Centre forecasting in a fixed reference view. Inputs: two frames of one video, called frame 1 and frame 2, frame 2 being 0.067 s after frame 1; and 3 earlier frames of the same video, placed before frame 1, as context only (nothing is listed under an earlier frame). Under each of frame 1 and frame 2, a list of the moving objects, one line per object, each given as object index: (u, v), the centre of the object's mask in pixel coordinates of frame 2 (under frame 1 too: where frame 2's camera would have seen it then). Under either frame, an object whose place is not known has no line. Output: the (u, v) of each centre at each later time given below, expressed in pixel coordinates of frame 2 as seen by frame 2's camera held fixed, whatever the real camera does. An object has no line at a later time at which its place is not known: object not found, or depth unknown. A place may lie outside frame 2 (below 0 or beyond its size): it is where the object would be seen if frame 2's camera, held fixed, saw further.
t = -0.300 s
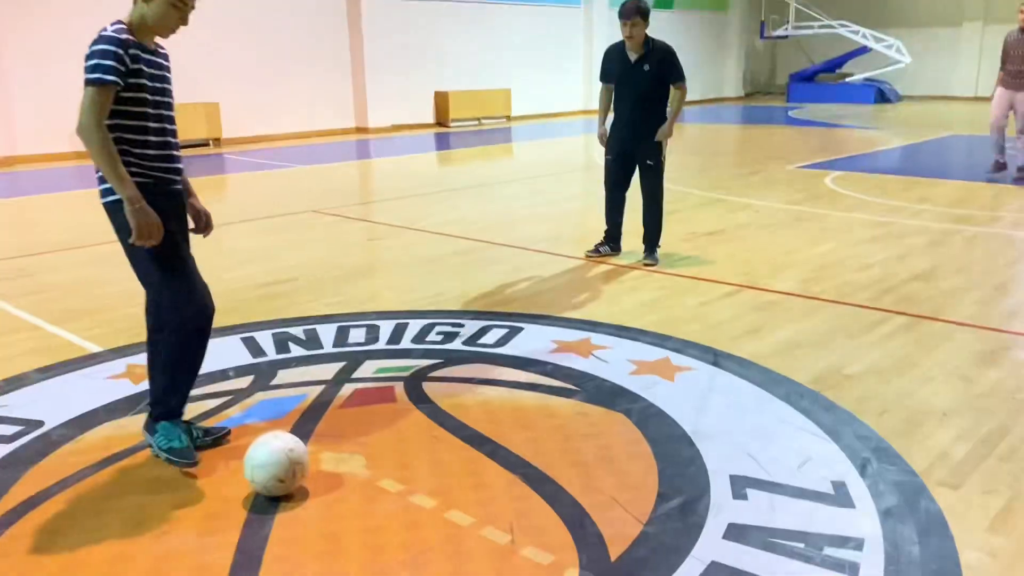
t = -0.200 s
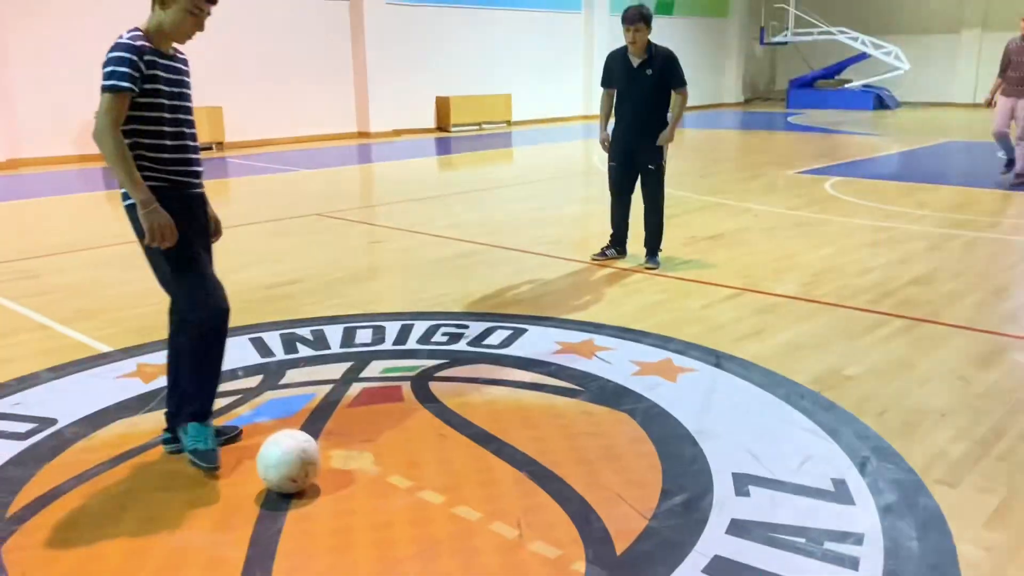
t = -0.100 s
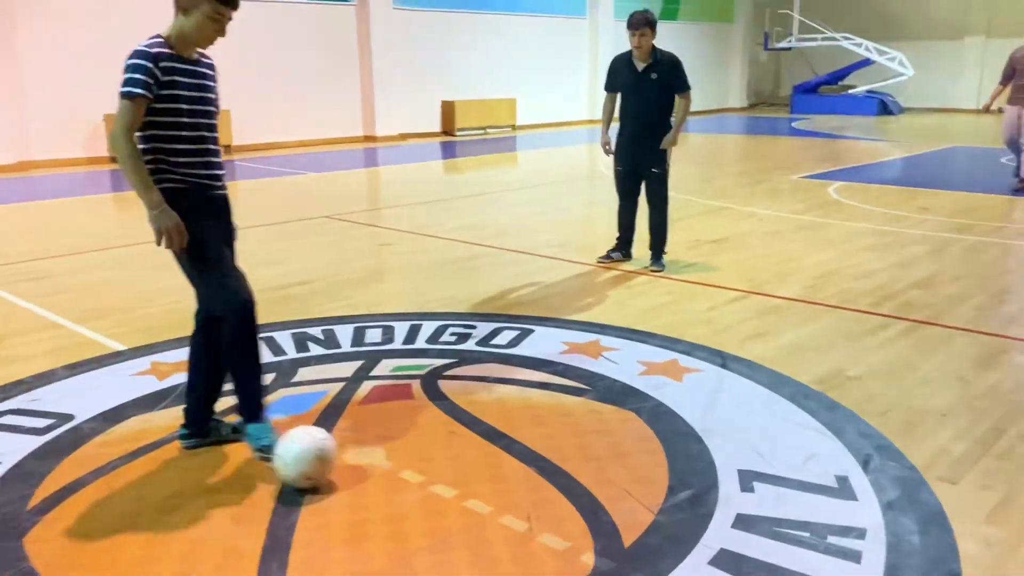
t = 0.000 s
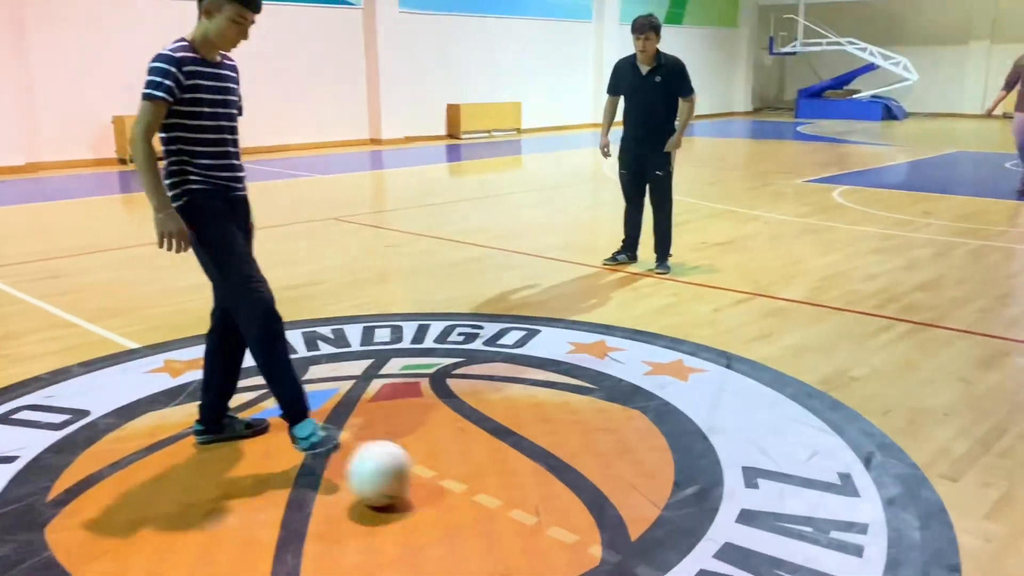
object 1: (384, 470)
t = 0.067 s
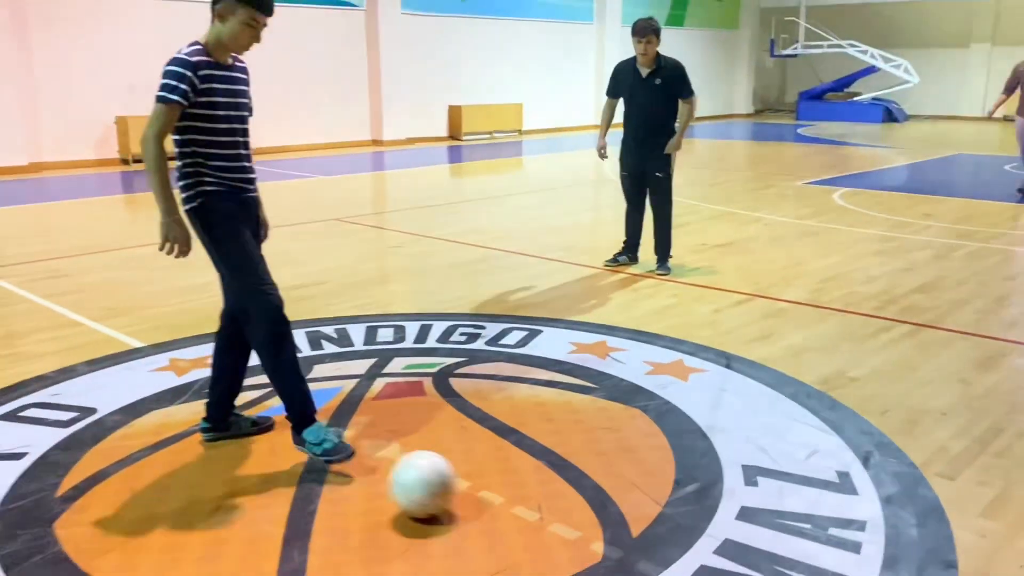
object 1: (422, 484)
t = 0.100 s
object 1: (442, 491)
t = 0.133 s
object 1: (459, 498)
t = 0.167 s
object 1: (477, 504)
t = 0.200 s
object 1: (493, 511)
